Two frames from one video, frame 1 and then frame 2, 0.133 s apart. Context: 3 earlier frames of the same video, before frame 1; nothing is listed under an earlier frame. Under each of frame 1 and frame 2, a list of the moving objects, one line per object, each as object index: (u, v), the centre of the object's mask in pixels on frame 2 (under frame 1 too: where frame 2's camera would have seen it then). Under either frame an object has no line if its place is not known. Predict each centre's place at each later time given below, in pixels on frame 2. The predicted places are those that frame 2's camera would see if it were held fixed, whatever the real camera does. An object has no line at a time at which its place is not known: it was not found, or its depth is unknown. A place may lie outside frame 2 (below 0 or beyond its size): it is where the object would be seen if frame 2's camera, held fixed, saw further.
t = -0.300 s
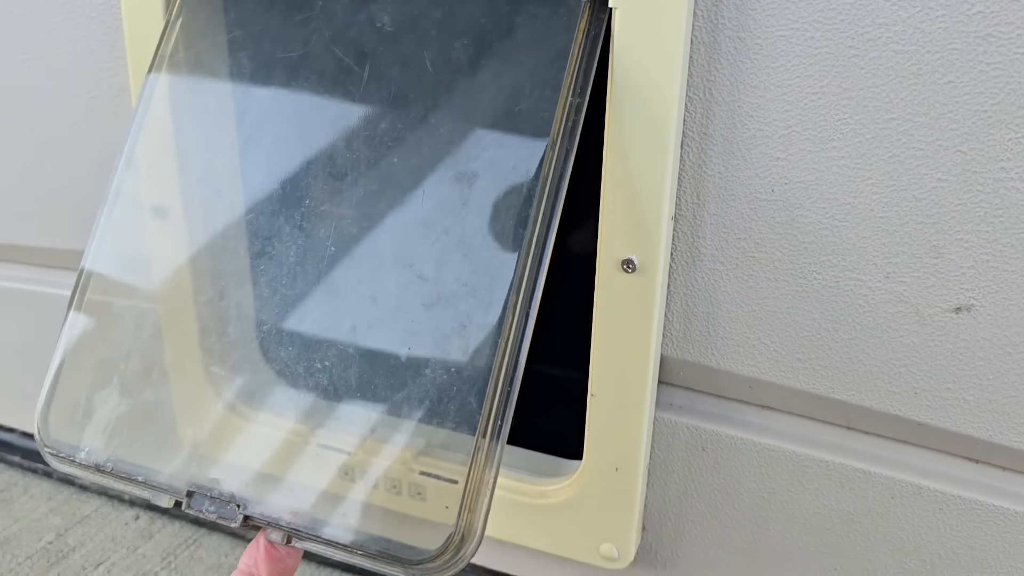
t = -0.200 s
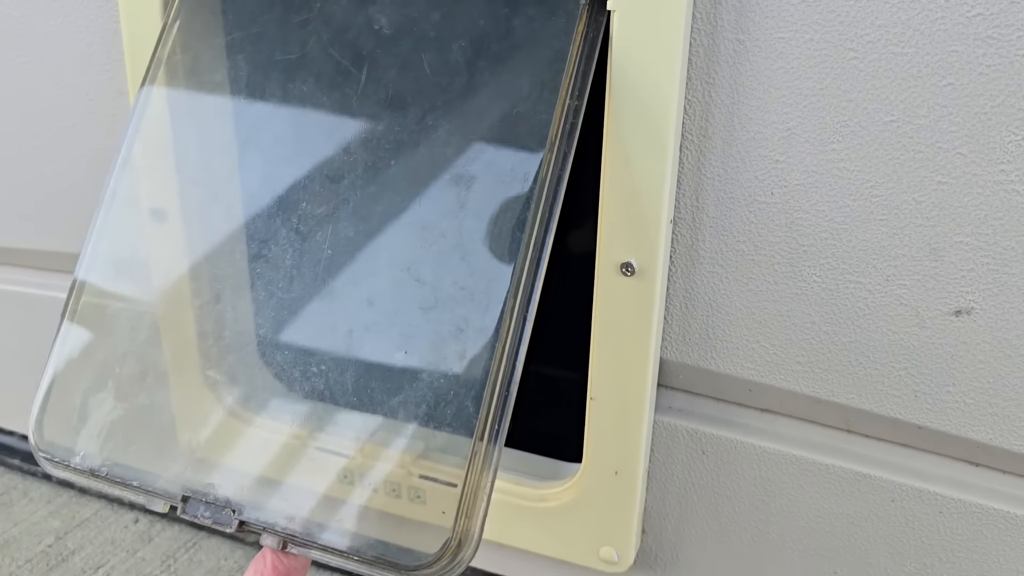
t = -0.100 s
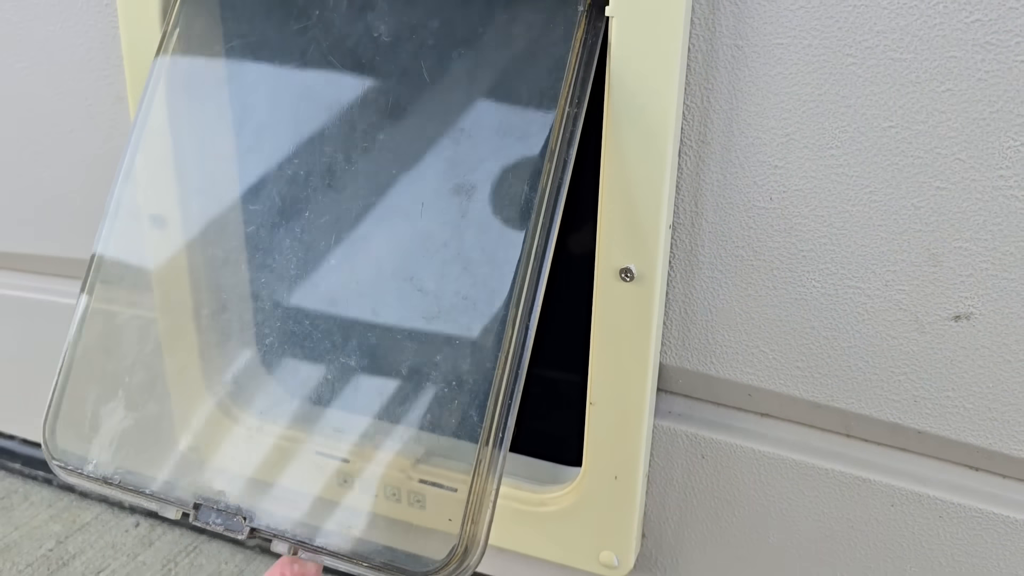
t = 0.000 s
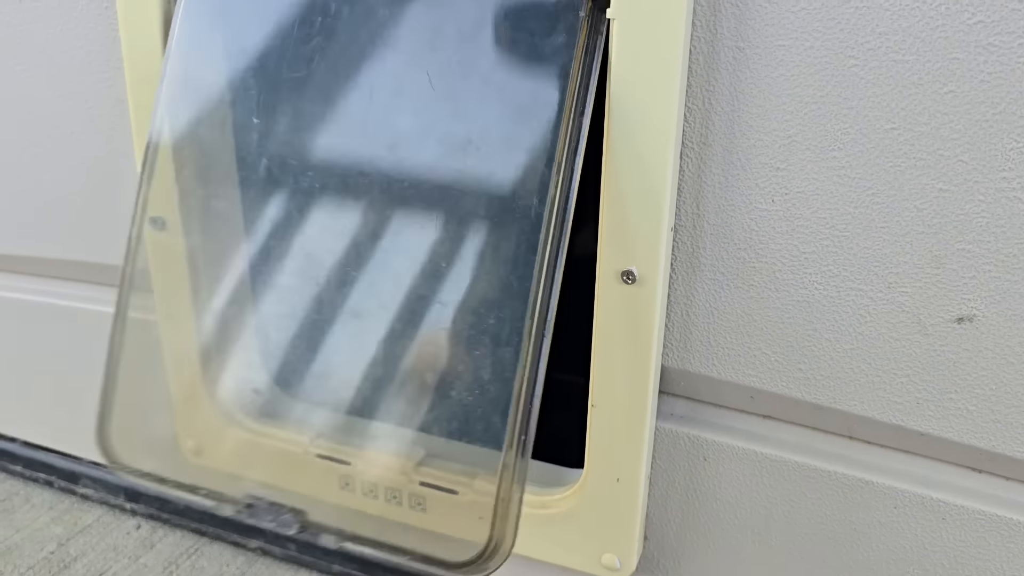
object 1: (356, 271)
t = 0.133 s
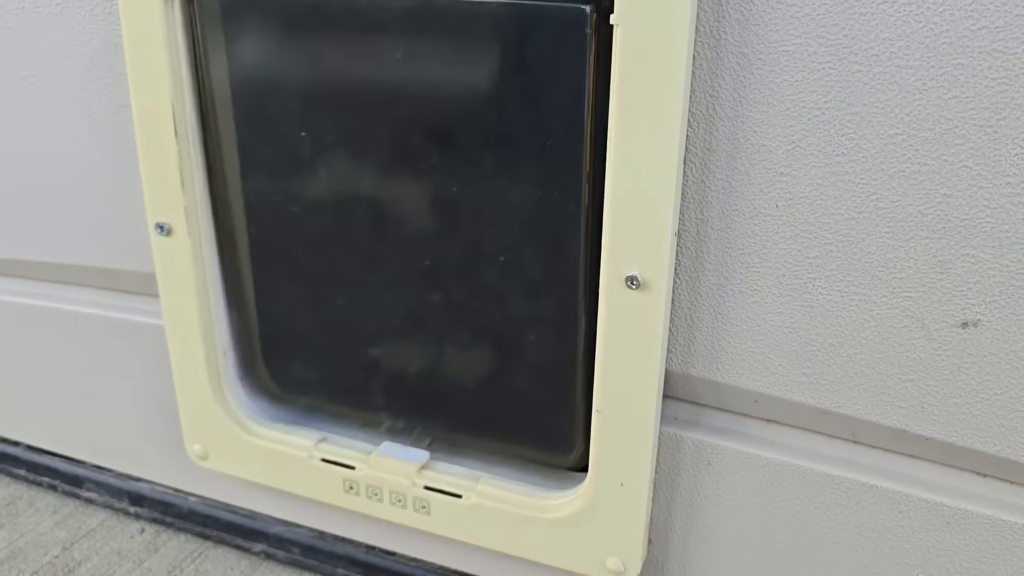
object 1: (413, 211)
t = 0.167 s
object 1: (419, 205)
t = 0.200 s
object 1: (422, 204)
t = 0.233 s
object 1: (424, 204)
